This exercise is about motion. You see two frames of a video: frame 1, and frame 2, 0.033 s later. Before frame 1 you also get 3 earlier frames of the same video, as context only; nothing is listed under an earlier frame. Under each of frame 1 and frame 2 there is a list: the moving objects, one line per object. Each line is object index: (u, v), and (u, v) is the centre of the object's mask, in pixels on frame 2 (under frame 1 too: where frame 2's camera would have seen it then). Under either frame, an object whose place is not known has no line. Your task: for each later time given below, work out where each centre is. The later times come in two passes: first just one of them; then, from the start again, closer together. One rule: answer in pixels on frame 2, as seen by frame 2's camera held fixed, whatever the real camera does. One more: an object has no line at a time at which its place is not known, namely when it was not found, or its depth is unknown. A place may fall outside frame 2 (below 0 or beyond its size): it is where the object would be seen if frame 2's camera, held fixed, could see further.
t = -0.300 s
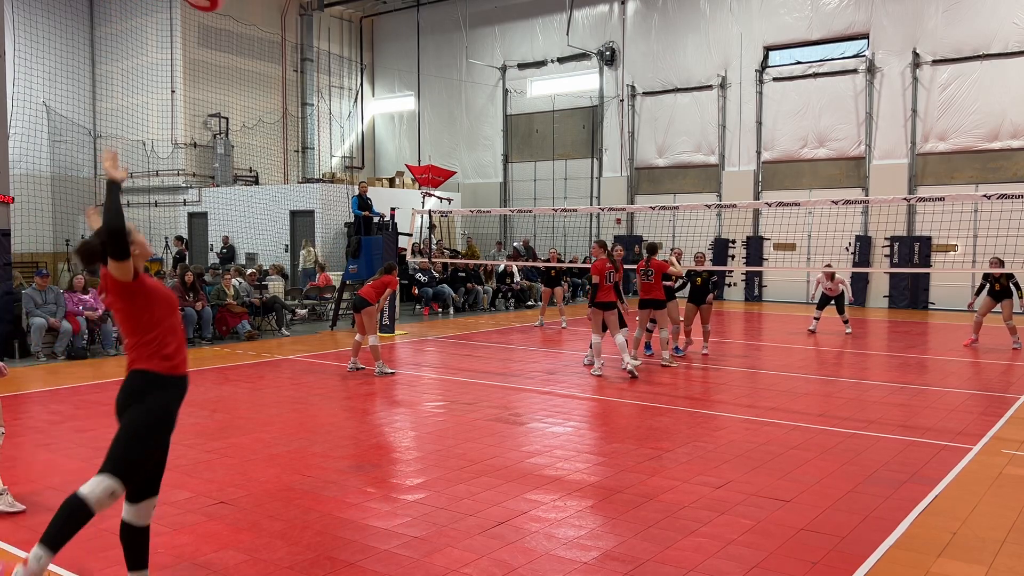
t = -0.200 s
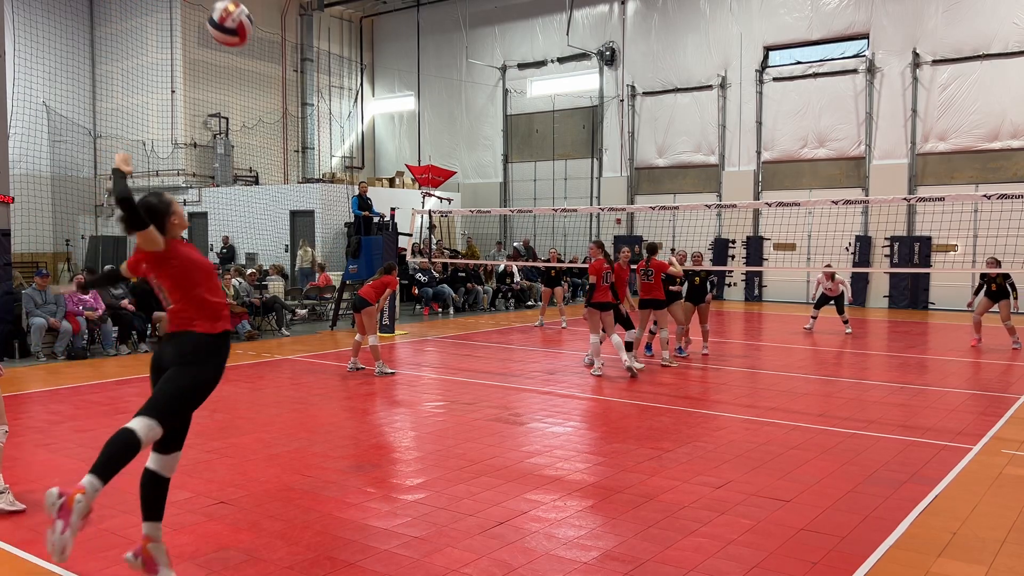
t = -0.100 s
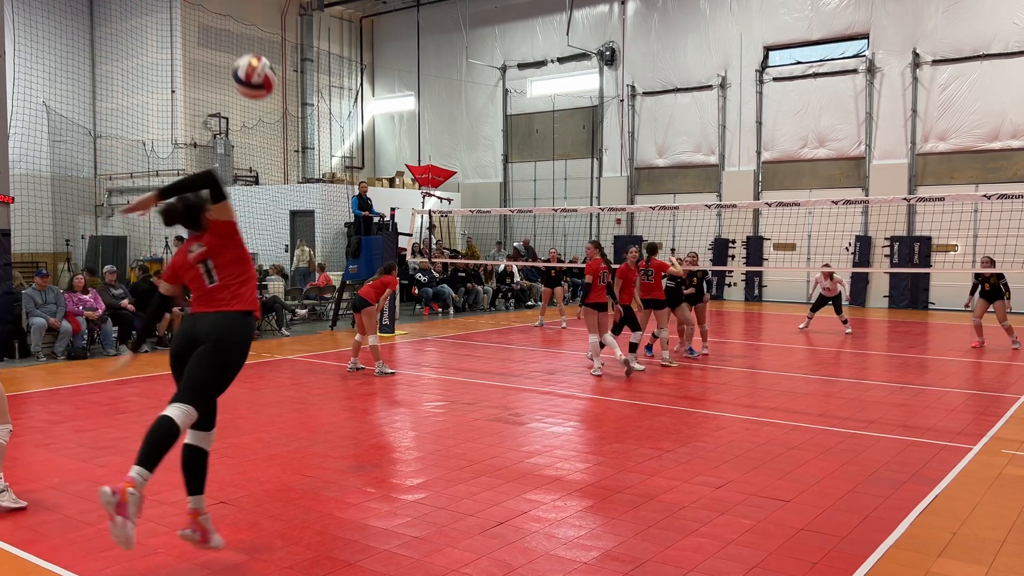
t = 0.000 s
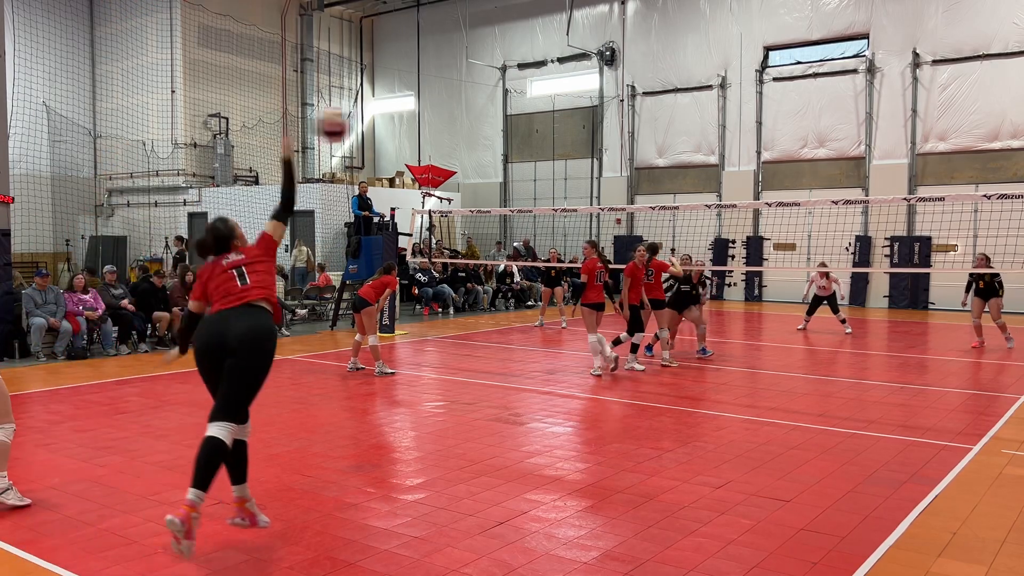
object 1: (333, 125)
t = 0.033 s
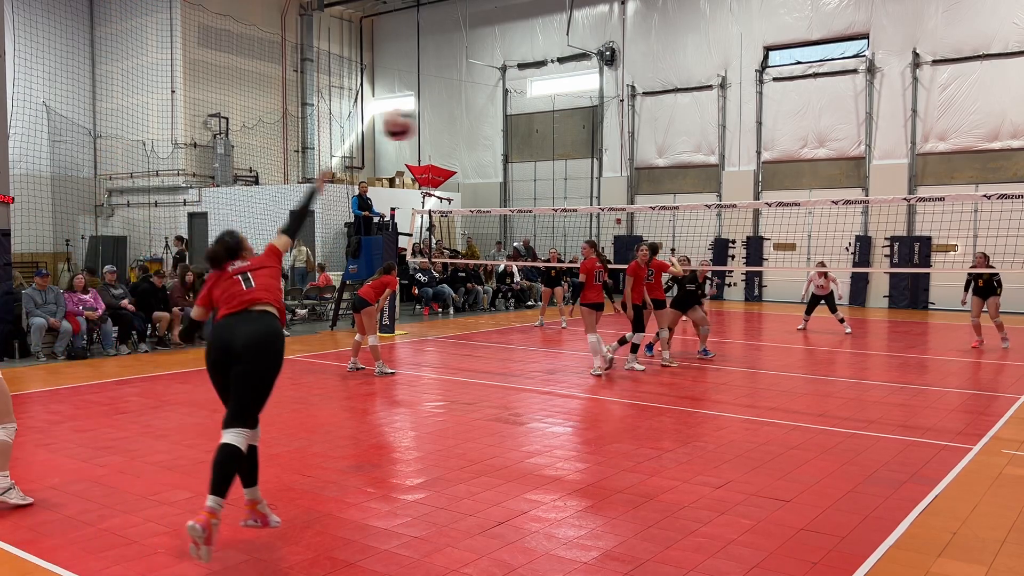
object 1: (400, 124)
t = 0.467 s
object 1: (729, 194)
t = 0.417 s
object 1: (712, 183)
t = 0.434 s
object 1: (718, 187)
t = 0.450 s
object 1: (725, 190)
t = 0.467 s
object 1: (729, 194)
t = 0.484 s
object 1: (735, 198)
